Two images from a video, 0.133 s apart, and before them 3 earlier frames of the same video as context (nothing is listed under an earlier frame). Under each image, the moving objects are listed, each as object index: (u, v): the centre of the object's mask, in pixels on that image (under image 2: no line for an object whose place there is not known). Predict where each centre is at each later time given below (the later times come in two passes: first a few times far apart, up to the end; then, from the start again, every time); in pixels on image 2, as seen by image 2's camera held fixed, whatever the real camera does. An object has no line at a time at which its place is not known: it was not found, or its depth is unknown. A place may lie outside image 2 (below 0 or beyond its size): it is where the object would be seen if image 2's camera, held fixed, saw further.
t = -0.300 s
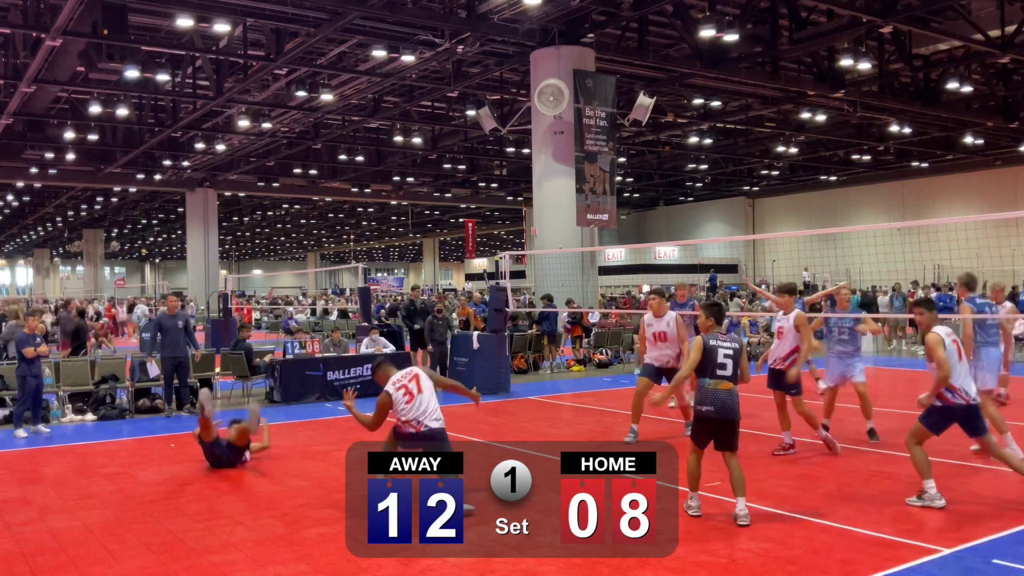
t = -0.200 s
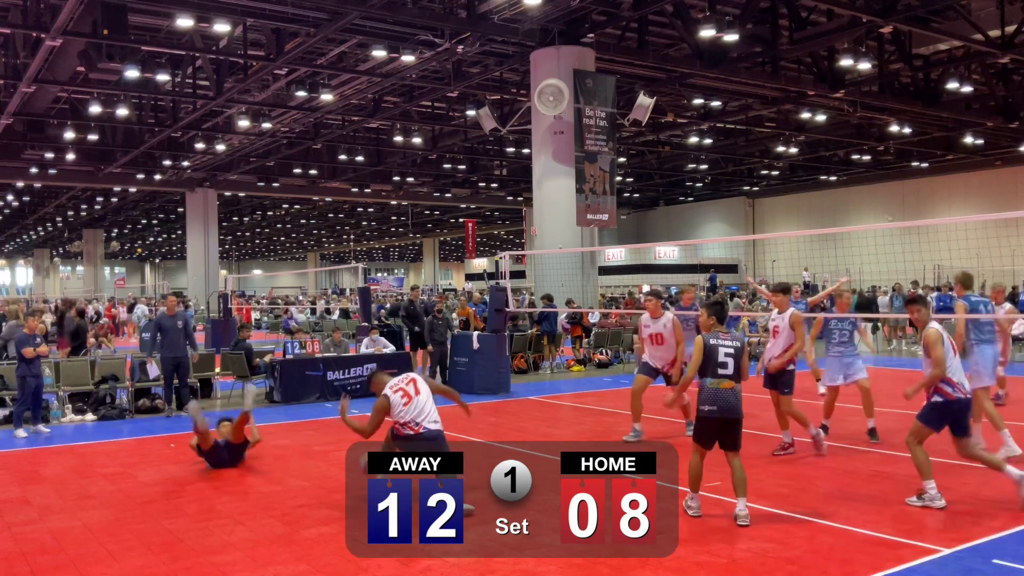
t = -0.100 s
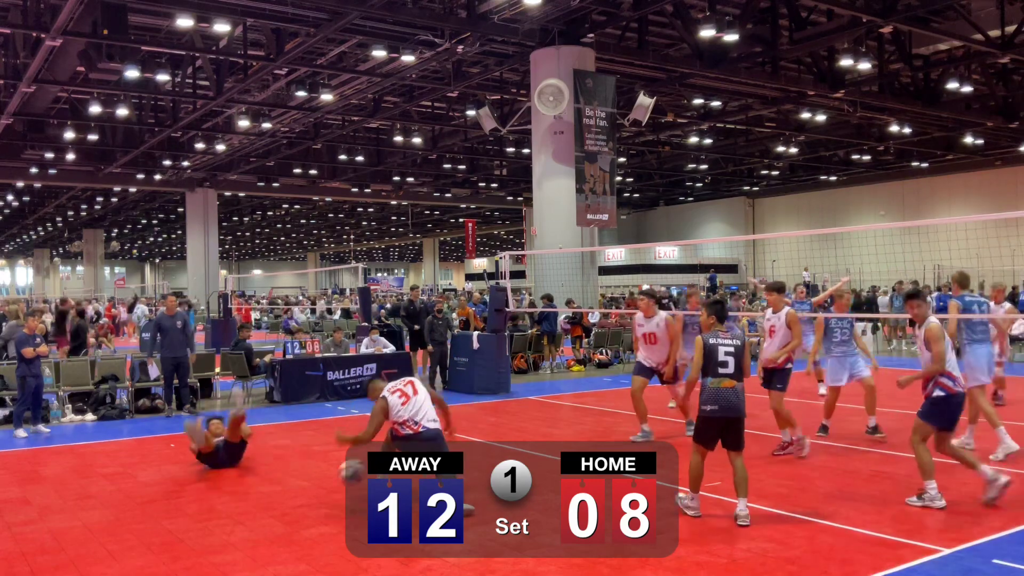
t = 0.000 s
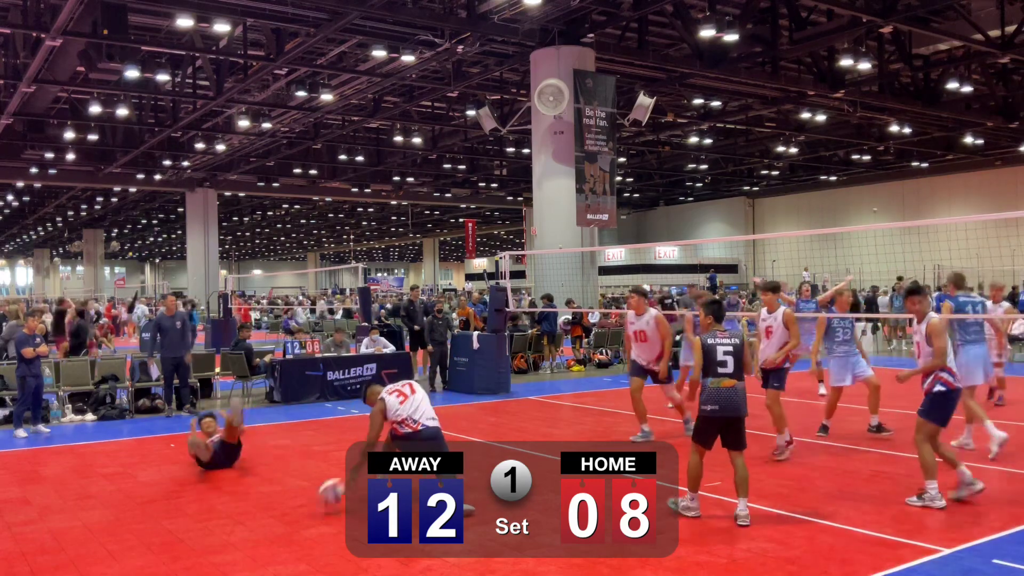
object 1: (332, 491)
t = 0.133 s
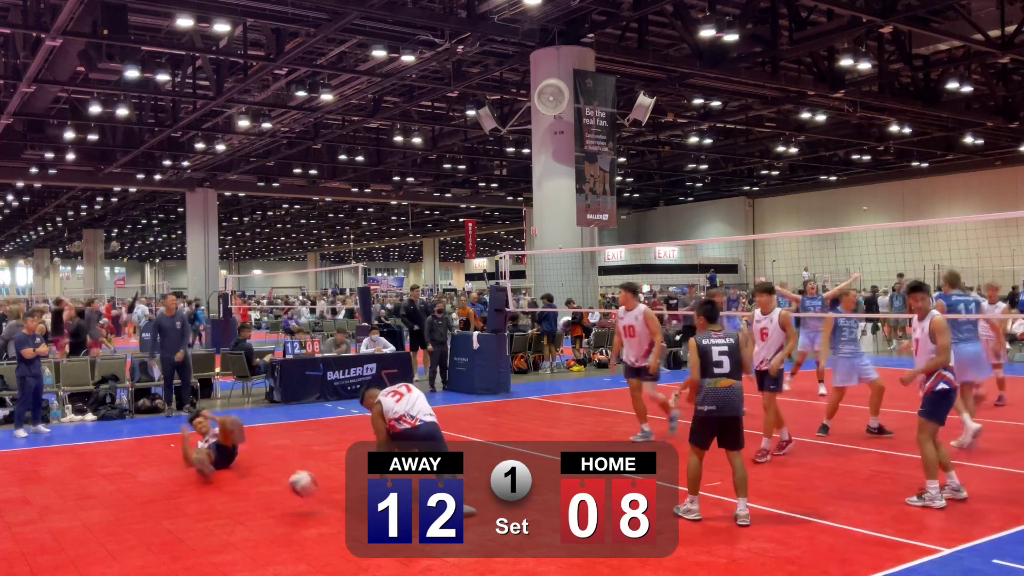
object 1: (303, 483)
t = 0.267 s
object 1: (275, 477)
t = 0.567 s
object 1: (210, 492)
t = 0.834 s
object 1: (156, 501)
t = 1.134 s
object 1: (94, 502)
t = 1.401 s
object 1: (41, 505)
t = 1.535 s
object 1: (15, 507)
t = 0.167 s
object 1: (296, 480)
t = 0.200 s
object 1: (288, 478)
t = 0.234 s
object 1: (282, 477)
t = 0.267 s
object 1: (275, 477)
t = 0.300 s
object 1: (267, 478)
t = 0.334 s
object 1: (260, 482)
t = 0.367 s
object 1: (253, 486)
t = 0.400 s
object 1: (246, 491)
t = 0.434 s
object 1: (239, 497)
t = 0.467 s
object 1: (232, 505)
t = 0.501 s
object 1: (225, 499)
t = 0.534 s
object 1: (218, 495)
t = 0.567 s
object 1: (210, 492)
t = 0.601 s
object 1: (204, 492)
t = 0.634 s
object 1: (197, 491)
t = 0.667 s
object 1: (191, 491)
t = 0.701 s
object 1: (183, 494)
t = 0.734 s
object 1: (176, 498)
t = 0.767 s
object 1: (169, 505)
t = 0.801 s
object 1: (163, 508)
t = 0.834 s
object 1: (156, 501)
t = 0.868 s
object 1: (149, 498)
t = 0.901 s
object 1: (142, 497)
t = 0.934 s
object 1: (136, 498)
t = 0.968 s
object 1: (128, 499)
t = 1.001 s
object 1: (122, 502)
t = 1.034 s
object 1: (116, 506)
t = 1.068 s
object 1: (109, 509)
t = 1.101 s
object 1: (101, 504)
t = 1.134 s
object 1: (94, 502)
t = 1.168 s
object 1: (88, 502)
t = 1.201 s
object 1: (81, 503)
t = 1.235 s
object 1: (75, 504)
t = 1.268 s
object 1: (68, 508)
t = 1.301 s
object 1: (62, 510)
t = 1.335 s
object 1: (55, 505)
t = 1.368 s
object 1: (49, 506)
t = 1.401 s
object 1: (41, 505)
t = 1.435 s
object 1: (35, 507)
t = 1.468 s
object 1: (29, 511)
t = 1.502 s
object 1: (22, 510)
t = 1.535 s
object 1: (15, 507)
